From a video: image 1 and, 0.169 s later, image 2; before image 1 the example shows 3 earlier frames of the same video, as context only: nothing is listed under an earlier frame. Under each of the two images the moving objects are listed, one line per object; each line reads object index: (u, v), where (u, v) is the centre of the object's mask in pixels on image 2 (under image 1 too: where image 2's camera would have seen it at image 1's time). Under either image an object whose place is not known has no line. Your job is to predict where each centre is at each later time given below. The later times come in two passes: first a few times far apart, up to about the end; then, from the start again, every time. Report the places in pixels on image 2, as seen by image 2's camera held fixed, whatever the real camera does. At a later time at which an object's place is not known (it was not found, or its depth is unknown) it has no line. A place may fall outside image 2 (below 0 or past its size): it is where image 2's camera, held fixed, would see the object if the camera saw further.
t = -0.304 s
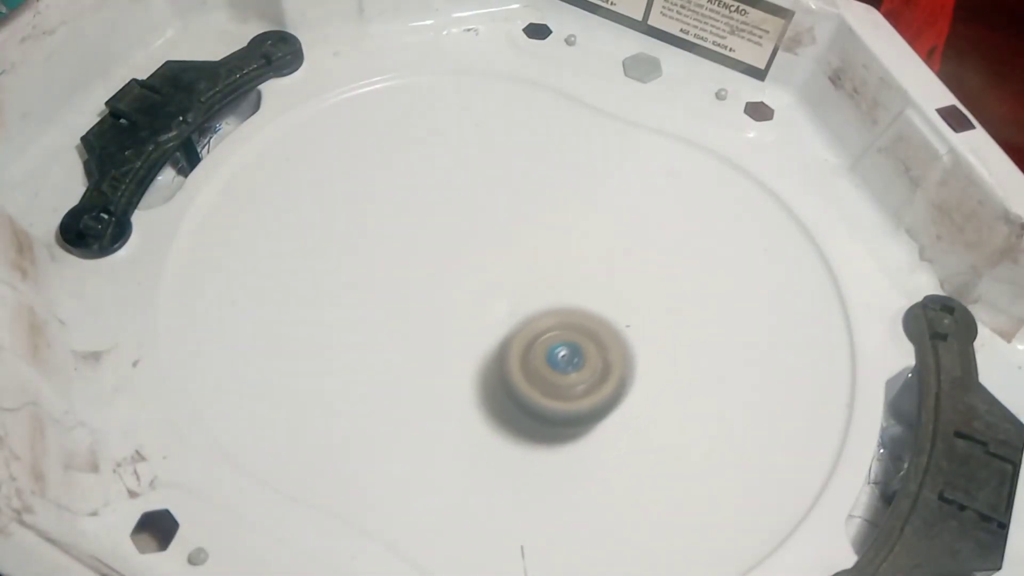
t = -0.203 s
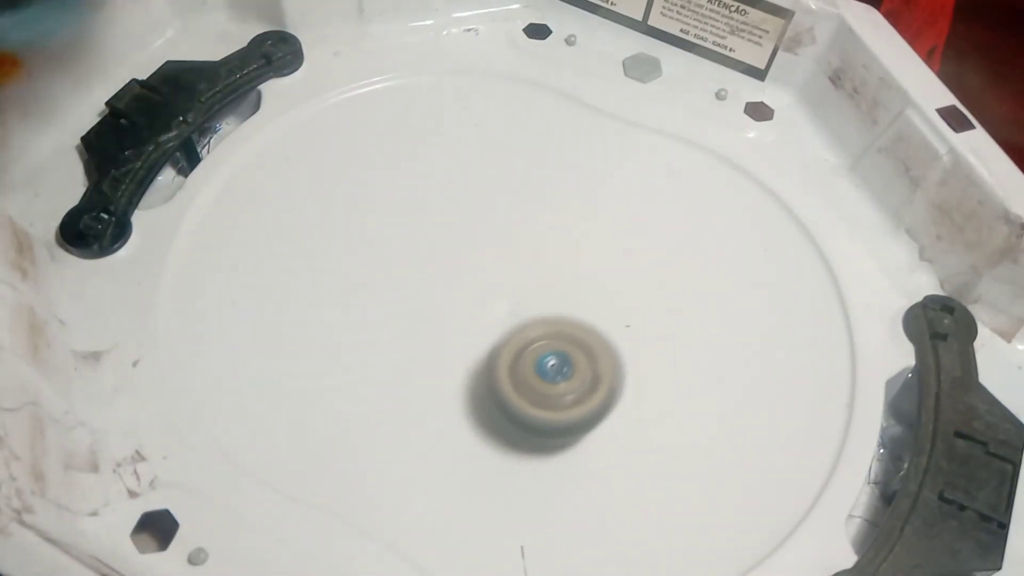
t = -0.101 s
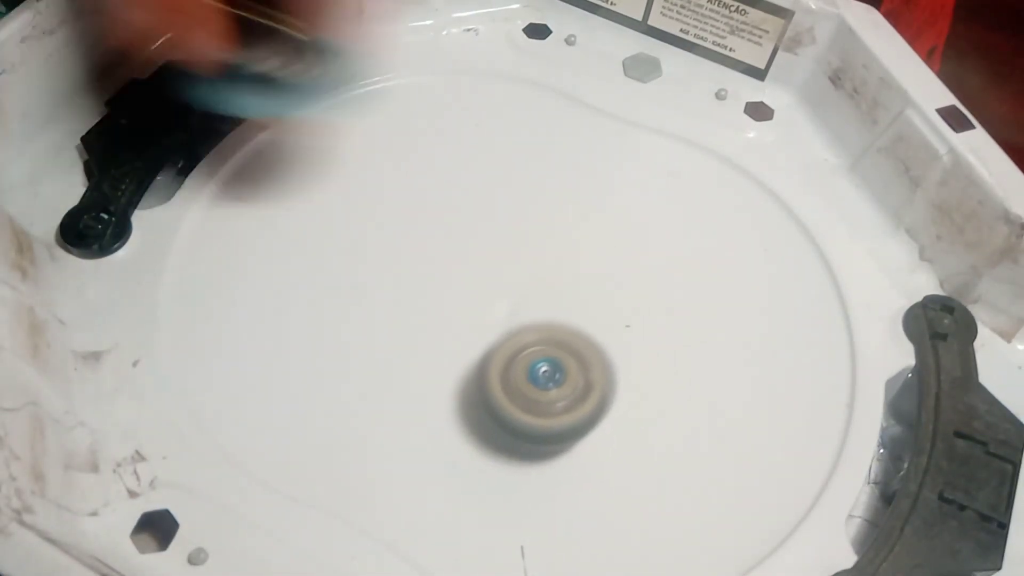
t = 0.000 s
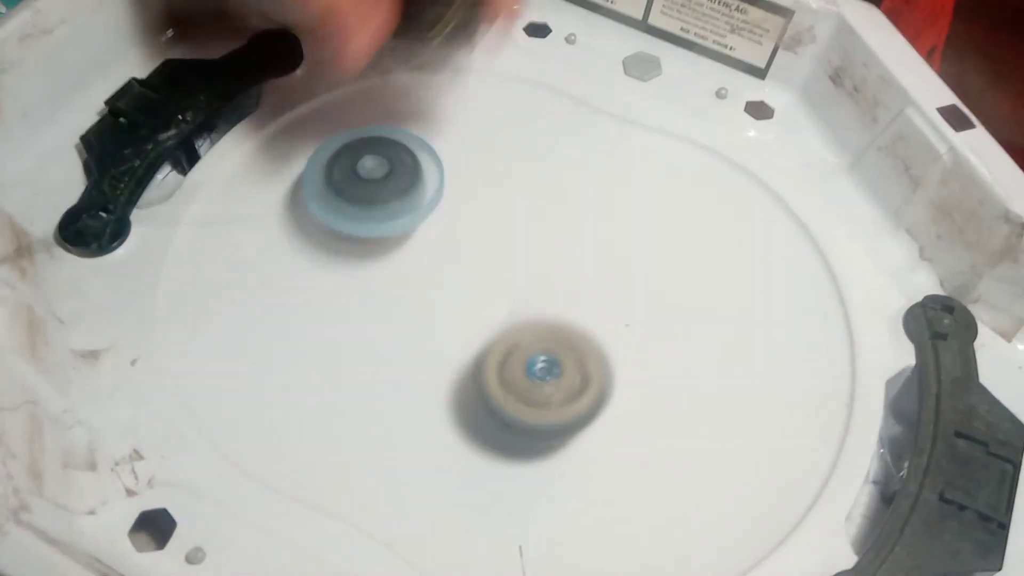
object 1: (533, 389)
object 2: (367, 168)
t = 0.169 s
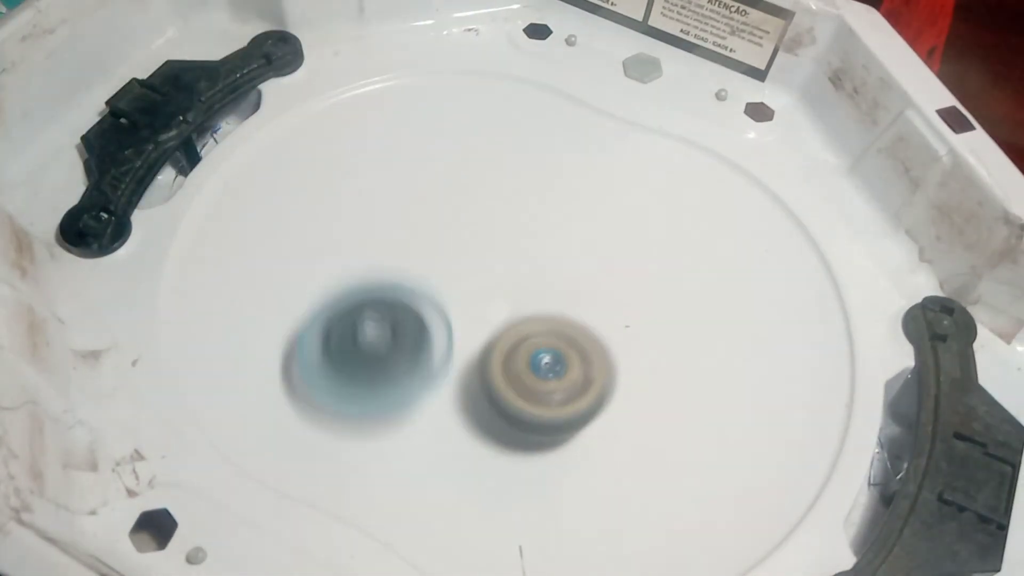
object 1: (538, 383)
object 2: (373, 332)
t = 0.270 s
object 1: (560, 385)
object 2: (346, 398)
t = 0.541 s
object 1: (608, 282)
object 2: (535, 491)
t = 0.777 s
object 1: (498, 214)
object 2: (635, 366)
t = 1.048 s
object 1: (336, 262)
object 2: (472, 204)
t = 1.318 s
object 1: (387, 382)
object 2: (270, 218)
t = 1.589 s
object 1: (551, 332)
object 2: (311, 353)
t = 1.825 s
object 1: (505, 202)
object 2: (490, 339)
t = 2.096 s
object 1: (366, 197)
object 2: (530, 190)
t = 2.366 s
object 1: (426, 284)
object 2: (399, 111)
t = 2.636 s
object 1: (527, 273)
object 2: (319, 187)
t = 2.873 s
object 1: (520, 273)
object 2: (367, 295)
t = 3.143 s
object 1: (537, 269)
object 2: (487, 396)
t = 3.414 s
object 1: (518, 276)
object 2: (611, 375)
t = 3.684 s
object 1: (470, 310)
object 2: (619, 289)
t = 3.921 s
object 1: (467, 333)
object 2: (621, 228)
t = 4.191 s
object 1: (450, 344)
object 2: (536, 203)
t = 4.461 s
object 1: (380, 314)
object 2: (472, 179)
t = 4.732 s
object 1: (372, 313)
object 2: (442, 179)
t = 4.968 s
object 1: (389, 310)
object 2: (447, 185)
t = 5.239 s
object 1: (409, 359)
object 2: (485, 126)
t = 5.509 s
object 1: (486, 322)
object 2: (464, 150)
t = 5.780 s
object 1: (491, 289)
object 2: (452, 153)
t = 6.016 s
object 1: (497, 291)
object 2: (427, 171)
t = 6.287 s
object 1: (499, 284)
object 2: (384, 168)
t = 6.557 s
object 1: (506, 289)
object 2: (387, 212)
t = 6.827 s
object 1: (501, 292)
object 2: (364, 234)
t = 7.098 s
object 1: (502, 287)
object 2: (352, 261)
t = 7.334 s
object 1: (499, 288)
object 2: (348, 277)
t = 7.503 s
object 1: (499, 286)
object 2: (352, 283)
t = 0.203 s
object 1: (533, 384)
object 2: (381, 358)
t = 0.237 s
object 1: (539, 386)
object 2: (367, 378)
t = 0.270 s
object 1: (560, 385)
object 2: (346, 398)
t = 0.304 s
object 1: (577, 379)
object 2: (337, 414)
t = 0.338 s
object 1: (589, 370)
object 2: (341, 429)
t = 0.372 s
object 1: (599, 358)
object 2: (358, 441)
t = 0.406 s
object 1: (606, 344)
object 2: (384, 453)
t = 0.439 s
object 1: (610, 329)
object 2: (418, 463)
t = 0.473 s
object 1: (612, 313)
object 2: (458, 473)
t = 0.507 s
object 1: (611, 297)
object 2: (499, 483)
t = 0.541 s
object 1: (608, 282)
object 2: (535, 491)
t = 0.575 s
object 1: (601, 268)
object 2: (564, 492)
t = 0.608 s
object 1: (591, 255)
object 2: (593, 482)
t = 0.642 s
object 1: (576, 244)
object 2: (614, 466)
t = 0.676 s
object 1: (560, 234)
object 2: (629, 447)
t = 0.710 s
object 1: (541, 226)
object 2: (640, 422)
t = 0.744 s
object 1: (520, 219)
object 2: (642, 394)
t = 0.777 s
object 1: (498, 214)
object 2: (635, 366)
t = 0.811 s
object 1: (475, 211)
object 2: (625, 338)
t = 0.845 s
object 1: (452, 210)
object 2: (609, 315)
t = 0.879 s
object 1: (432, 212)
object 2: (590, 294)
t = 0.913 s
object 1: (413, 217)
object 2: (570, 274)
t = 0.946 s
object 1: (395, 226)
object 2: (546, 254)
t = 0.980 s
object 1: (378, 238)
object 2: (521, 231)
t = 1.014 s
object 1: (353, 250)
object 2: (500, 216)
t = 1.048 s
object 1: (336, 262)
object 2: (472, 204)
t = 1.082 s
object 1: (323, 277)
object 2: (445, 194)
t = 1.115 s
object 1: (314, 294)
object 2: (419, 186)
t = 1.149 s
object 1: (311, 314)
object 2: (390, 183)
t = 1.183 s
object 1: (314, 335)
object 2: (362, 183)
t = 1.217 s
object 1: (324, 352)
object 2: (336, 186)
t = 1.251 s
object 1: (340, 366)
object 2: (311, 194)
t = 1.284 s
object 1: (360, 377)
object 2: (290, 204)
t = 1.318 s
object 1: (387, 382)
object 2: (270, 218)
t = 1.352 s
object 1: (415, 384)
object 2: (254, 234)
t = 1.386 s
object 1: (443, 385)
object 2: (245, 252)
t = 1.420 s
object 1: (470, 384)
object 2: (240, 270)
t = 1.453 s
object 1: (495, 382)
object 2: (243, 290)
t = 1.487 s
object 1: (515, 376)
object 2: (254, 311)
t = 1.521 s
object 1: (532, 365)
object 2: (270, 328)
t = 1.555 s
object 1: (543, 350)
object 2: (287, 343)
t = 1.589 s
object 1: (551, 332)
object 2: (311, 353)
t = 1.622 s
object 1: (557, 312)
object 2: (335, 361)
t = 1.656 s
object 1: (559, 291)
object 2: (361, 364)
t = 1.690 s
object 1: (557, 268)
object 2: (390, 363)
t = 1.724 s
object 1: (549, 248)
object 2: (419, 360)
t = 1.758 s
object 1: (536, 231)
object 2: (445, 355)
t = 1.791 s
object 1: (521, 215)
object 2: (468, 348)
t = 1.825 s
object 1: (505, 202)
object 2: (490, 339)
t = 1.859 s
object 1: (487, 190)
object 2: (509, 328)
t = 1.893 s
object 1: (468, 181)
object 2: (525, 317)
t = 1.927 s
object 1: (448, 175)
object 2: (541, 300)
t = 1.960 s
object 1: (428, 172)
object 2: (551, 279)
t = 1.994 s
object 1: (409, 172)
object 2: (555, 254)
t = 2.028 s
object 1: (392, 177)
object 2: (551, 230)
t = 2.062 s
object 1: (378, 186)
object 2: (542, 209)
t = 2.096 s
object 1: (366, 197)
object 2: (530, 190)
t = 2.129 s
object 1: (360, 211)
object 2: (516, 174)
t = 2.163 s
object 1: (360, 224)
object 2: (502, 155)
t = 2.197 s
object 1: (363, 238)
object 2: (485, 142)
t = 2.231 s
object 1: (370, 252)
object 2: (468, 130)
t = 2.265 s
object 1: (381, 264)
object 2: (451, 121)
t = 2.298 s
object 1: (394, 273)
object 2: (434, 115)
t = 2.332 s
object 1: (409, 280)
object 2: (418, 111)
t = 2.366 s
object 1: (426, 284)
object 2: (399, 111)
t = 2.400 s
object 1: (443, 286)
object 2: (382, 112)
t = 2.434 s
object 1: (462, 287)
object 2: (366, 117)
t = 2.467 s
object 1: (479, 288)
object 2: (353, 124)
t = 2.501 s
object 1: (494, 290)
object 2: (341, 134)
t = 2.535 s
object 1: (508, 293)
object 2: (330, 145)
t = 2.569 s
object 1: (518, 291)
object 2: (324, 158)
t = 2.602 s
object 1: (525, 283)
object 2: (319, 173)
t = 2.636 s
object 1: (527, 273)
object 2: (319, 187)
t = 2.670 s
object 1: (524, 265)
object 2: (323, 204)
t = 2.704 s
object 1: (517, 261)
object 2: (326, 222)
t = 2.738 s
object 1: (509, 262)
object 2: (337, 237)
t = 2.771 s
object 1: (503, 265)
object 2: (349, 252)
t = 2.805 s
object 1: (503, 268)
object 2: (363, 268)
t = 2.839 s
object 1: (511, 271)
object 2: (361, 282)
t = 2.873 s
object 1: (520, 273)
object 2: (367, 295)
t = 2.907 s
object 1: (524, 274)
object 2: (380, 307)
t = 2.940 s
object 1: (527, 274)
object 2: (395, 318)
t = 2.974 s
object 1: (529, 271)
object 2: (410, 327)
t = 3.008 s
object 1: (530, 268)
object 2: (415, 343)
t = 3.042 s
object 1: (534, 267)
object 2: (428, 357)
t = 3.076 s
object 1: (537, 266)
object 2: (446, 369)
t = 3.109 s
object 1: (538, 267)
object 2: (464, 382)
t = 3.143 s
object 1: (537, 269)
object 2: (487, 396)
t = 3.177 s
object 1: (535, 271)
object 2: (505, 406)
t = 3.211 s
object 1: (531, 274)
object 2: (527, 412)
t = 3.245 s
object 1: (528, 276)
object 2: (546, 412)
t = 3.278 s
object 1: (526, 278)
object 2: (562, 410)
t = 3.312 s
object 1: (523, 278)
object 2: (579, 404)
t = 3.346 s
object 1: (521, 277)
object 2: (591, 396)
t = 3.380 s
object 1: (520, 277)
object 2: (602, 386)
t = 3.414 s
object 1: (518, 276)
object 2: (611, 375)
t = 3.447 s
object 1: (516, 276)
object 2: (615, 364)
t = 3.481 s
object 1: (513, 277)
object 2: (618, 353)
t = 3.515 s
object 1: (509, 279)
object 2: (619, 340)
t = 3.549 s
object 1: (502, 280)
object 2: (619, 329)
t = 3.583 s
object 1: (492, 283)
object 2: (619, 320)
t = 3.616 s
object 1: (482, 291)
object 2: (621, 311)
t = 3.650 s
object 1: (474, 300)
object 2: (621, 302)
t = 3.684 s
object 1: (470, 310)
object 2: (619, 289)
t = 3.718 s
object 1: (472, 317)
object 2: (616, 276)
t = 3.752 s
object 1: (470, 320)
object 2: (618, 269)
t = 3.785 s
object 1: (462, 322)
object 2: (630, 267)
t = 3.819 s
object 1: (459, 325)
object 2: (634, 256)
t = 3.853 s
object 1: (460, 327)
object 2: (633, 246)
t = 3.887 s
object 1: (463, 330)
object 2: (626, 237)
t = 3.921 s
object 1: (467, 333)
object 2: (621, 228)
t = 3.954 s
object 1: (472, 336)
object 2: (611, 221)
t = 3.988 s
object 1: (475, 339)
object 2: (602, 215)
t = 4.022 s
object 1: (477, 342)
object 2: (594, 211)
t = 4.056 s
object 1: (478, 345)
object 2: (583, 208)
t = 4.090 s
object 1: (475, 348)
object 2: (572, 205)
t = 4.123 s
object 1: (469, 350)
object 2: (559, 204)
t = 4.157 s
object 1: (460, 349)
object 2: (548, 203)
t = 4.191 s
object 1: (450, 344)
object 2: (536, 203)
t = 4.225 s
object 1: (440, 336)
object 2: (520, 207)
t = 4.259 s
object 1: (431, 325)
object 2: (507, 207)
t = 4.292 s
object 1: (417, 320)
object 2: (502, 198)
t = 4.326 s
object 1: (403, 320)
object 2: (500, 189)
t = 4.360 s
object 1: (392, 319)
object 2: (497, 183)
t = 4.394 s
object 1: (385, 318)
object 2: (488, 181)
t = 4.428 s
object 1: (382, 316)
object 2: (482, 179)
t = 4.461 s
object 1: (380, 314)
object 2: (472, 179)
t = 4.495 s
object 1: (380, 311)
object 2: (462, 184)
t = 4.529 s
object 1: (382, 306)
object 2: (455, 183)
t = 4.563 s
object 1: (379, 307)
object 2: (451, 182)
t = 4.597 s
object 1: (376, 310)
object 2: (447, 186)
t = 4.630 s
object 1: (375, 310)
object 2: (443, 182)
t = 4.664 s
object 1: (377, 308)
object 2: (440, 184)
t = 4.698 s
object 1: (376, 308)
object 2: (439, 184)
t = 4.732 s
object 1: (372, 313)
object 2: (442, 179)
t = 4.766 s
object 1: (370, 316)
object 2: (443, 178)
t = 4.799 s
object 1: (370, 317)
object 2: (443, 178)
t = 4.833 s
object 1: (372, 317)
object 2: (443, 178)
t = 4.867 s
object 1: (375, 316)
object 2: (444, 179)
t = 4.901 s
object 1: (379, 315)
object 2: (444, 181)
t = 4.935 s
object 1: (384, 313)
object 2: (445, 182)
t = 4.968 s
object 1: (389, 310)
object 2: (447, 185)
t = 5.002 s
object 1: (388, 317)
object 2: (454, 180)
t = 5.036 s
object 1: (382, 331)
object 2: (472, 165)
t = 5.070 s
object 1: (380, 343)
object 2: (483, 153)
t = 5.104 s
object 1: (380, 351)
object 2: (487, 146)
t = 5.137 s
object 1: (385, 355)
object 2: (488, 140)
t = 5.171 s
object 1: (391, 359)
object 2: (487, 135)
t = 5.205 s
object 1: (399, 360)
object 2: (487, 130)
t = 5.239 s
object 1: (409, 359)
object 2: (485, 126)
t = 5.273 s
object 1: (418, 357)
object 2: (483, 124)
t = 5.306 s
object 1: (429, 354)
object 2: (480, 122)
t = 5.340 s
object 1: (439, 351)
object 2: (476, 122)
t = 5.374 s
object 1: (449, 347)
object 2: (472, 125)
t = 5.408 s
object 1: (459, 342)
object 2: (469, 128)
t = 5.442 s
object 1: (468, 336)
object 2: (467, 135)
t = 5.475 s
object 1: (477, 330)
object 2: (464, 142)
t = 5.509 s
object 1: (486, 322)
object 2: (464, 150)
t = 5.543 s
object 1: (494, 314)
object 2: (464, 159)
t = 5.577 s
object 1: (499, 305)
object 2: (465, 168)
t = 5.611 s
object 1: (504, 302)
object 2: (465, 169)
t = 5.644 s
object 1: (504, 299)
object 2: (465, 168)
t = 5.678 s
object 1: (501, 298)
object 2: (462, 163)
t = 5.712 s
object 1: (499, 297)
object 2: (459, 156)
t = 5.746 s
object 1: (492, 292)
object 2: (456, 153)
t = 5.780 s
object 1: (491, 289)
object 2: (452, 153)
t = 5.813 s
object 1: (495, 292)
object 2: (447, 154)
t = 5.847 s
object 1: (500, 295)
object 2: (444, 157)
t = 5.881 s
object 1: (500, 294)
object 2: (442, 162)
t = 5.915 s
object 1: (496, 292)
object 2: (439, 167)
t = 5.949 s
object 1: (495, 292)
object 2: (434, 168)
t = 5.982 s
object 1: (495, 291)
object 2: (432, 170)
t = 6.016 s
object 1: (497, 291)
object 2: (427, 171)
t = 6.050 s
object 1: (494, 290)
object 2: (423, 171)
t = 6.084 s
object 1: (495, 293)
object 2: (414, 166)
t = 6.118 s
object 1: (494, 294)
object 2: (409, 163)
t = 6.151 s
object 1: (492, 292)
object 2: (402, 161)
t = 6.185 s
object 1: (492, 289)
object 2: (397, 162)
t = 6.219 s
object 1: (495, 287)
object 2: (392, 163)
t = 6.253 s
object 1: (499, 285)
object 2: (387, 165)
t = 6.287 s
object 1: (499, 284)
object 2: (384, 168)
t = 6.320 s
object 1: (499, 286)
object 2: (382, 172)
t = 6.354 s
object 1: (499, 288)
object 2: (380, 177)
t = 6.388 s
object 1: (499, 289)
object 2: (380, 182)
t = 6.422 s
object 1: (498, 289)
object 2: (380, 189)
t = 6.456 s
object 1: (499, 288)
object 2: (382, 195)
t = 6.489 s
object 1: (501, 288)
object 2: (385, 203)
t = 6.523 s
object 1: (505, 288)
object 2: (386, 208)
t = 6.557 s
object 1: (506, 289)
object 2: (387, 212)
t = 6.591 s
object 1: (508, 292)
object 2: (378, 209)
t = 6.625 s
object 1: (506, 292)
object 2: (368, 208)
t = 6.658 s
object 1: (498, 289)
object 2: (366, 209)
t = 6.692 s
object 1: (492, 289)
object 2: (365, 214)
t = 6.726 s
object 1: (491, 292)
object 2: (363, 219)
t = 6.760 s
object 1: (495, 296)
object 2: (362, 224)
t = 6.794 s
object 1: (500, 296)
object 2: (362, 229)
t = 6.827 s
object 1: (501, 292)
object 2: (364, 234)
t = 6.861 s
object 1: (501, 289)
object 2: (363, 237)
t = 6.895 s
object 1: (504, 289)
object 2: (354, 241)
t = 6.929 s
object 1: (500, 290)
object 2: (352, 244)
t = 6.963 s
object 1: (497, 293)
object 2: (353, 247)
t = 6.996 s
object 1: (497, 295)
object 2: (355, 251)
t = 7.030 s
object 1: (499, 294)
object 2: (354, 255)
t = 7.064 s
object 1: (500, 290)
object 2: (355, 259)
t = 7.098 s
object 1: (502, 287)
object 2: (352, 261)
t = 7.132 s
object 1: (503, 284)
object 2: (351, 263)
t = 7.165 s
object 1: (501, 285)
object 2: (353, 266)
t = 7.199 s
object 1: (499, 289)
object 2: (353, 269)
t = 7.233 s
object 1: (501, 294)
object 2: (353, 271)
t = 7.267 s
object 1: (504, 294)
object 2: (347, 272)
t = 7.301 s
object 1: (503, 291)
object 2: (348, 274)
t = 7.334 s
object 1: (499, 288)
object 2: (348, 277)
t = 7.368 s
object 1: (495, 287)
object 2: (350, 279)
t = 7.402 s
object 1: (497, 290)
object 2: (350, 281)
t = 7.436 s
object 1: (498, 289)
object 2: (353, 281)
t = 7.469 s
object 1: (499, 286)
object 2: (354, 282)
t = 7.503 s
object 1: (499, 286)
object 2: (352, 283)
